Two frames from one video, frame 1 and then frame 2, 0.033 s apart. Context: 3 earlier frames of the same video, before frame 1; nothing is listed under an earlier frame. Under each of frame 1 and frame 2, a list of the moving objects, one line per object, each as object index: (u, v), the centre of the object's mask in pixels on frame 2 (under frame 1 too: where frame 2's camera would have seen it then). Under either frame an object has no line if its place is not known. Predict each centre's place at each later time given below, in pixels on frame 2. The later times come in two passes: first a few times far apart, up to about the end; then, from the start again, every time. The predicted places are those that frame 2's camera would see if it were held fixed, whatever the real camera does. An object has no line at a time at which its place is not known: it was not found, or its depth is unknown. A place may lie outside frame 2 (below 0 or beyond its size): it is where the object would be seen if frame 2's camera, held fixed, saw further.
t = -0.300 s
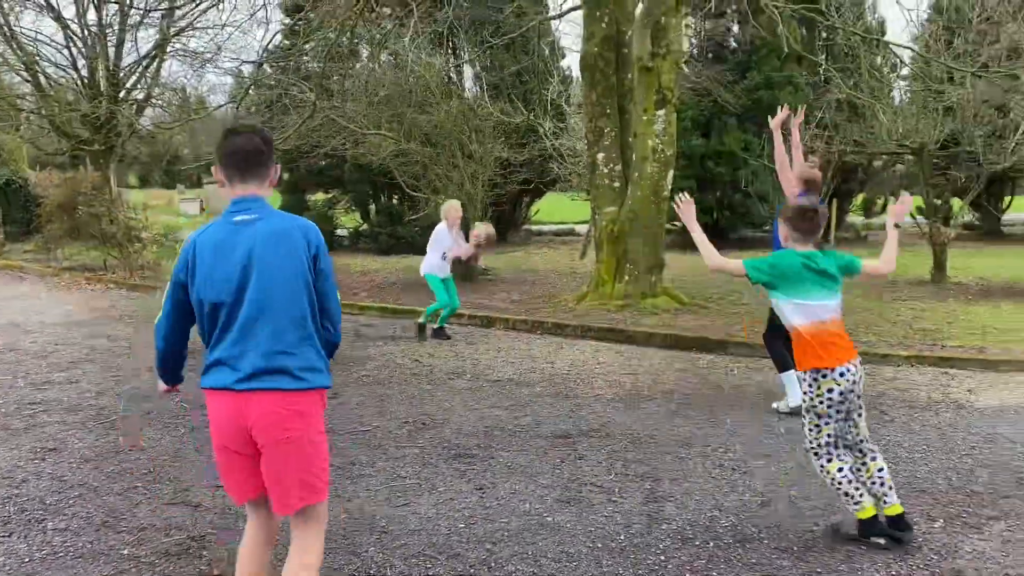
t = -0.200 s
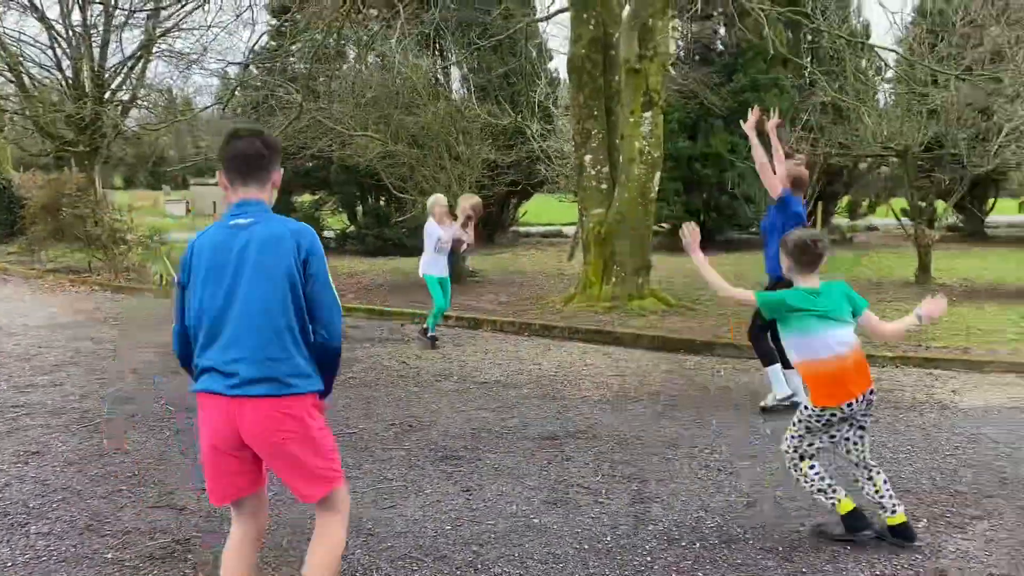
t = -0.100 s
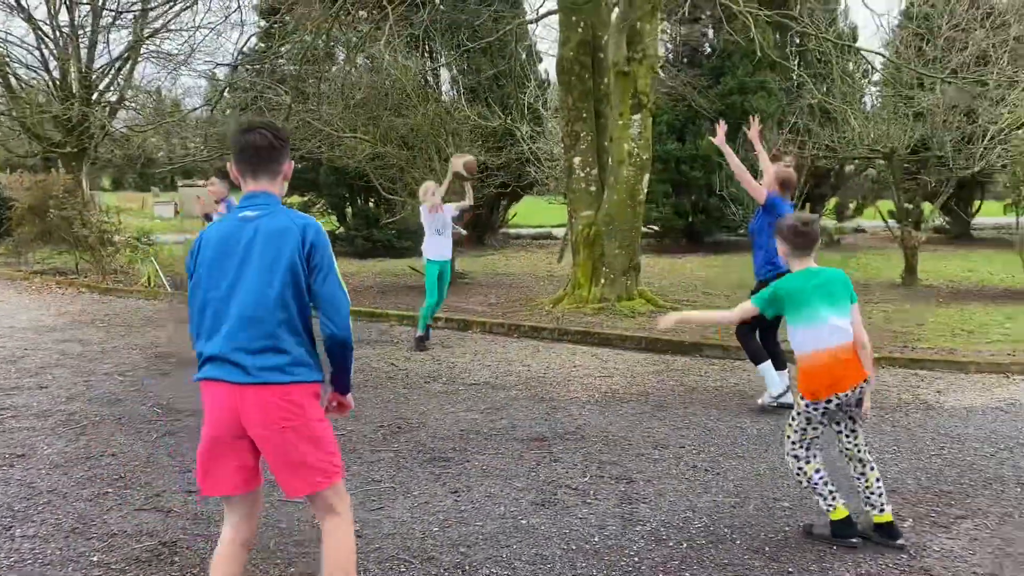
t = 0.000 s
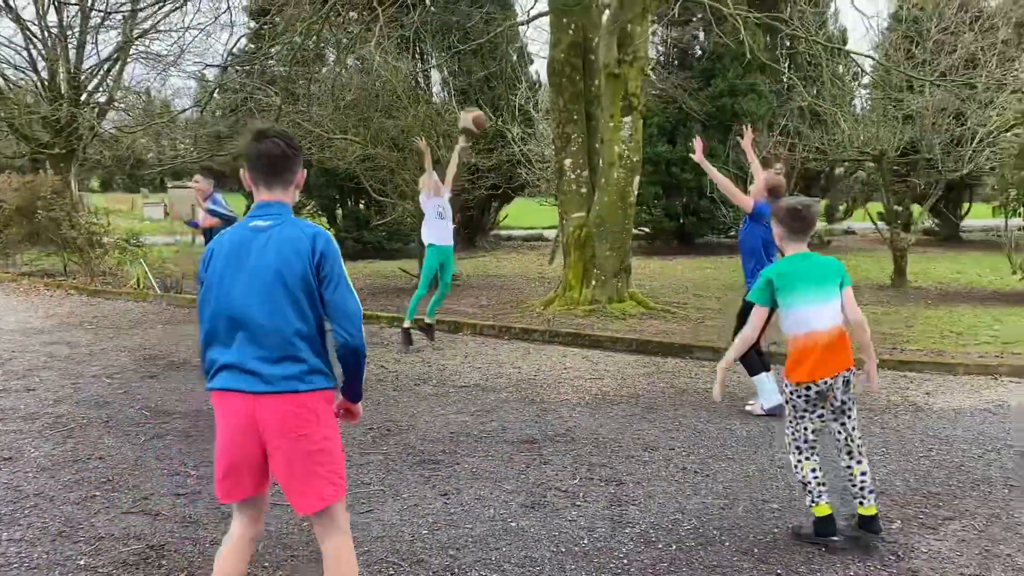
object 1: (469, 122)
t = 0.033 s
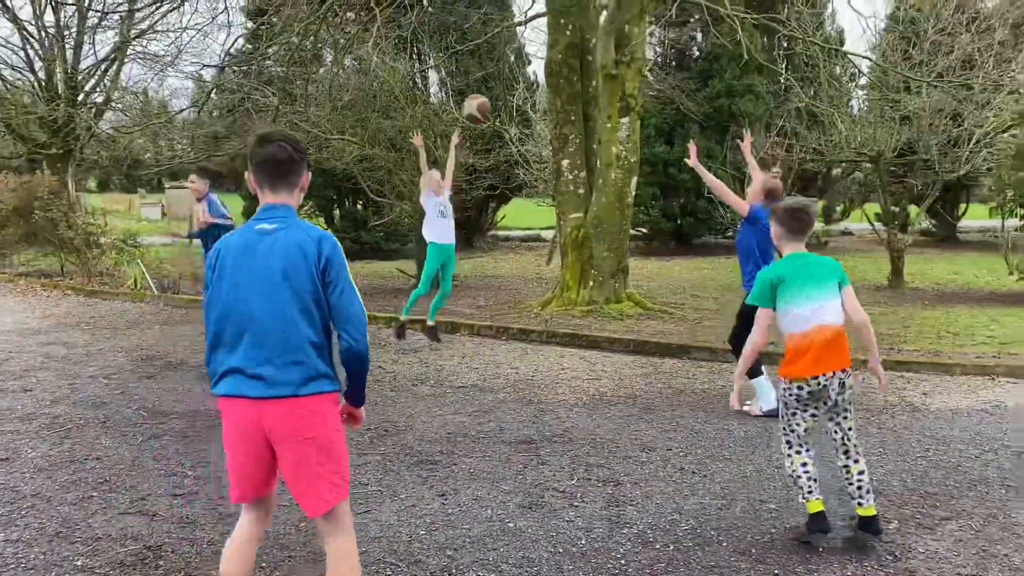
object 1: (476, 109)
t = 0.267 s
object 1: (530, 48)
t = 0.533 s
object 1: (605, 65)
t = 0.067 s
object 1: (484, 96)
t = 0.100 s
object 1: (492, 82)
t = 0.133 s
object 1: (500, 72)
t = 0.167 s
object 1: (508, 63)
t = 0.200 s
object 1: (515, 57)
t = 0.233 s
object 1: (524, 51)
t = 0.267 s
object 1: (530, 48)
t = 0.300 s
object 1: (540, 44)
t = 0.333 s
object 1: (550, 42)
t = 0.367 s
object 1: (559, 40)
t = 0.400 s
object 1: (568, 41)
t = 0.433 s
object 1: (578, 44)
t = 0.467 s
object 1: (586, 49)
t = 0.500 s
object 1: (596, 57)
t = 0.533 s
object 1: (605, 65)
